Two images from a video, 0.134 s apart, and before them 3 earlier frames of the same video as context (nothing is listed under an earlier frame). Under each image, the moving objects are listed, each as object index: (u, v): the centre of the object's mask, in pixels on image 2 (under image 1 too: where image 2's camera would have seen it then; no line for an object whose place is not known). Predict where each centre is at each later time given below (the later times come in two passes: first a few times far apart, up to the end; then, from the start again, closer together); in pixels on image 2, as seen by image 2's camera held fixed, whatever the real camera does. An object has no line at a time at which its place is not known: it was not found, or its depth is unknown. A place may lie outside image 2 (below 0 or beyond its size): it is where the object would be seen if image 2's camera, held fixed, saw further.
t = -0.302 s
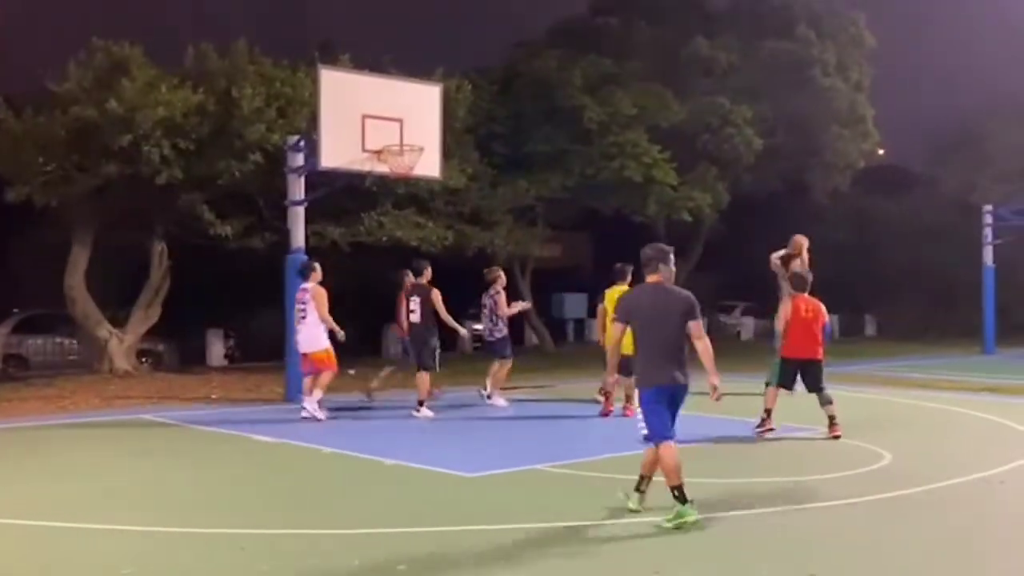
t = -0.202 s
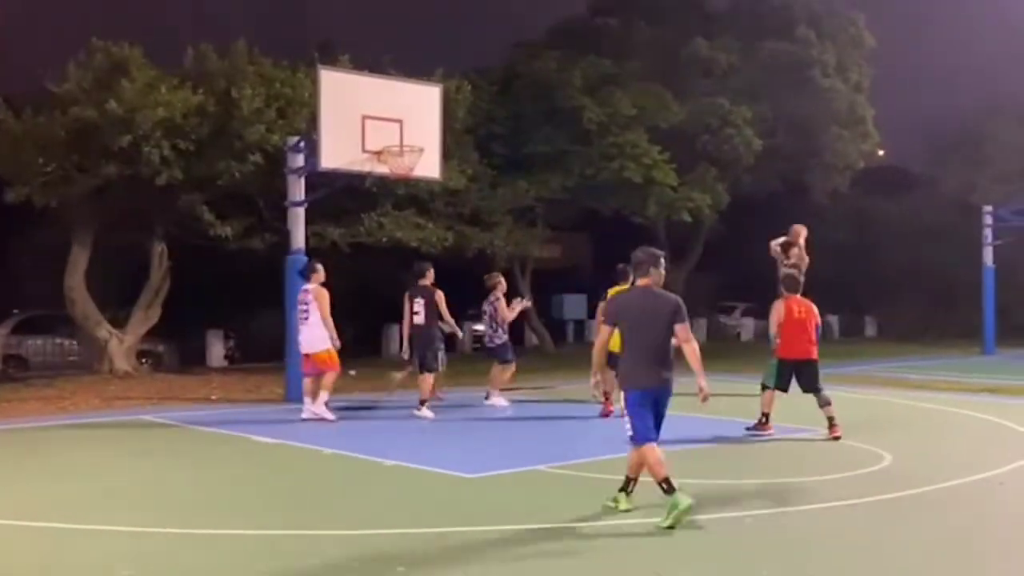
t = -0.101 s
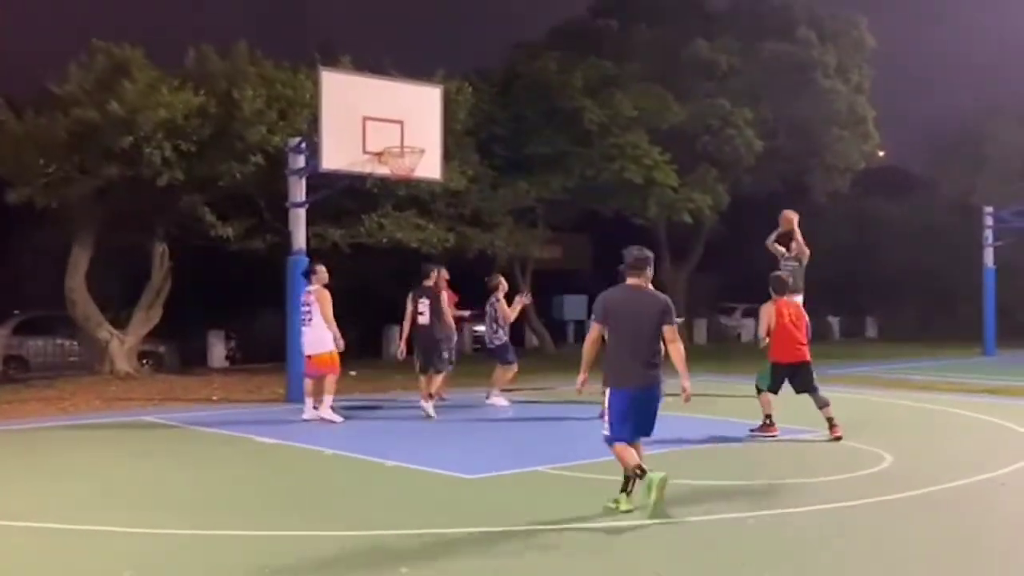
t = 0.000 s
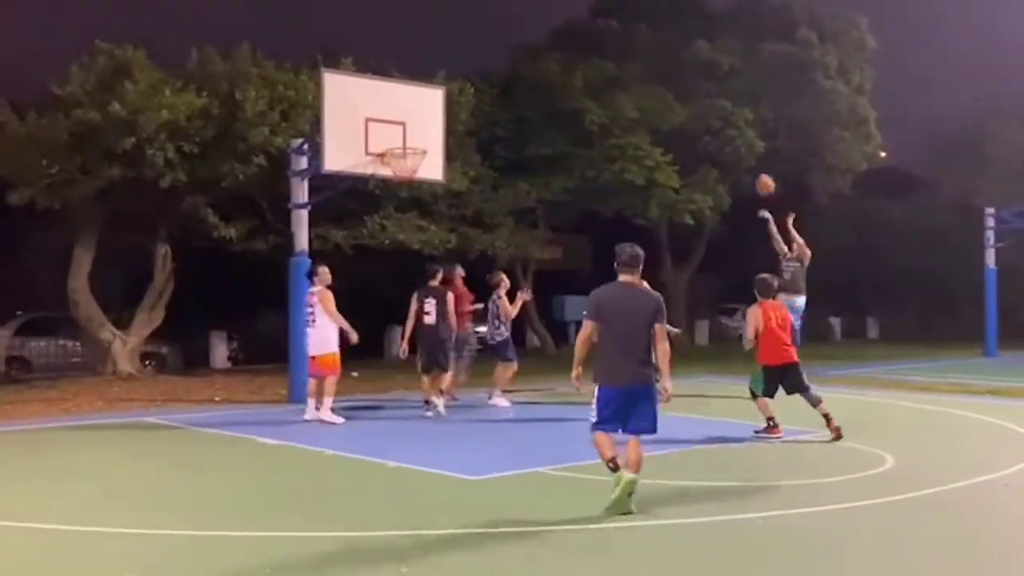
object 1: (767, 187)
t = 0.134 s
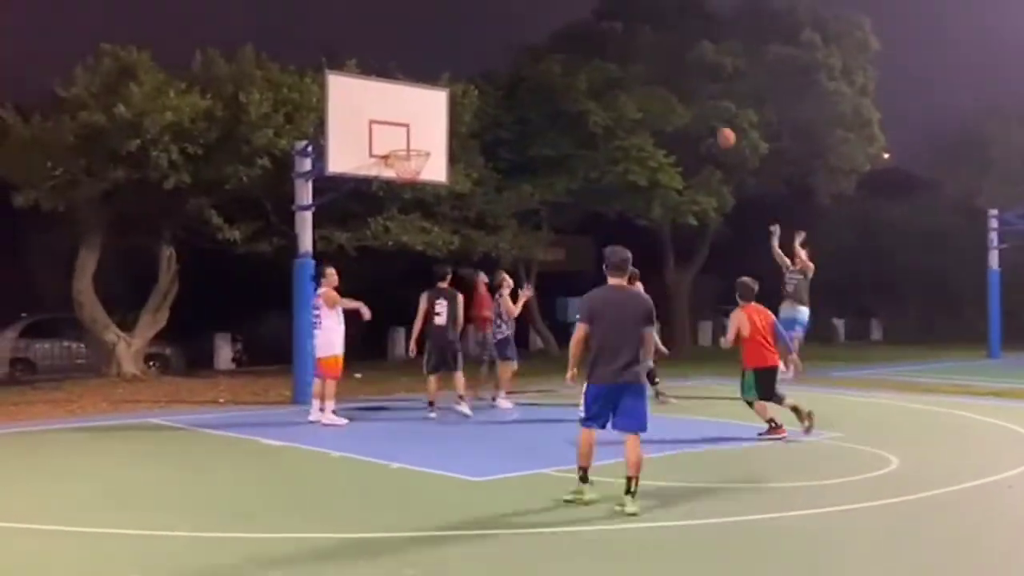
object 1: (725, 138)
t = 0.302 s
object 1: (671, 93)
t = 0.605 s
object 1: (566, 64)
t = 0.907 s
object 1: (456, 102)
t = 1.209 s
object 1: (380, 100)
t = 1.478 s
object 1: (341, 68)
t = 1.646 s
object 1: (317, 80)
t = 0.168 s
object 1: (714, 128)
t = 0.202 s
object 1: (704, 118)
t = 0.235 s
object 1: (693, 109)
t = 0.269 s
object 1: (682, 100)
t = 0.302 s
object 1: (671, 93)
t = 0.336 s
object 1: (660, 87)
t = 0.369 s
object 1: (649, 81)
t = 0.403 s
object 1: (637, 76)
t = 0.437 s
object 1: (625, 72)
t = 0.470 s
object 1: (614, 69)
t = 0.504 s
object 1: (602, 66)
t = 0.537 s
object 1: (590, 64)
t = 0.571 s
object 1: (578, 64)
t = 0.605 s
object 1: (566, 64)
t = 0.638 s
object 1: (554, 64)
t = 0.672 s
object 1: (542, 66)
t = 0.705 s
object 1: (530, 69)
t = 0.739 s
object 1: (517, 72)
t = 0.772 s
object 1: (505, 76)
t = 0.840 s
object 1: (480, 88)
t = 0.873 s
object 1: (467, 95)
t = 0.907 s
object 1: (456, 102)
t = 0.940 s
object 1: (443, 112)
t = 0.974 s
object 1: (428, 122)
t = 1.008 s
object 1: (416, 134)
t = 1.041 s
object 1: (402, 145)
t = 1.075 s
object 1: (397, 136)
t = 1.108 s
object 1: (393, 126)
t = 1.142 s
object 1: (388, 117)
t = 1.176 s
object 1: (384, 107)
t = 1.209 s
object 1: (380, 100)
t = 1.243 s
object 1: (375, 93)
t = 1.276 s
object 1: (370, 87)
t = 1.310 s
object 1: (366, 81)
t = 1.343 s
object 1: (361, 77)
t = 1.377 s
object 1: (356, 72)
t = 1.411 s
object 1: (351, 70)
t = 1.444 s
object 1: (347, 69)
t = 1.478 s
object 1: (341, 68)
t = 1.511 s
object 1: (336, 68)
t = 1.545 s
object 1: (331, 70)
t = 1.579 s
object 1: (326, 72)
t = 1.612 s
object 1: (321, 75)
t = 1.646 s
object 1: (317, 80)
